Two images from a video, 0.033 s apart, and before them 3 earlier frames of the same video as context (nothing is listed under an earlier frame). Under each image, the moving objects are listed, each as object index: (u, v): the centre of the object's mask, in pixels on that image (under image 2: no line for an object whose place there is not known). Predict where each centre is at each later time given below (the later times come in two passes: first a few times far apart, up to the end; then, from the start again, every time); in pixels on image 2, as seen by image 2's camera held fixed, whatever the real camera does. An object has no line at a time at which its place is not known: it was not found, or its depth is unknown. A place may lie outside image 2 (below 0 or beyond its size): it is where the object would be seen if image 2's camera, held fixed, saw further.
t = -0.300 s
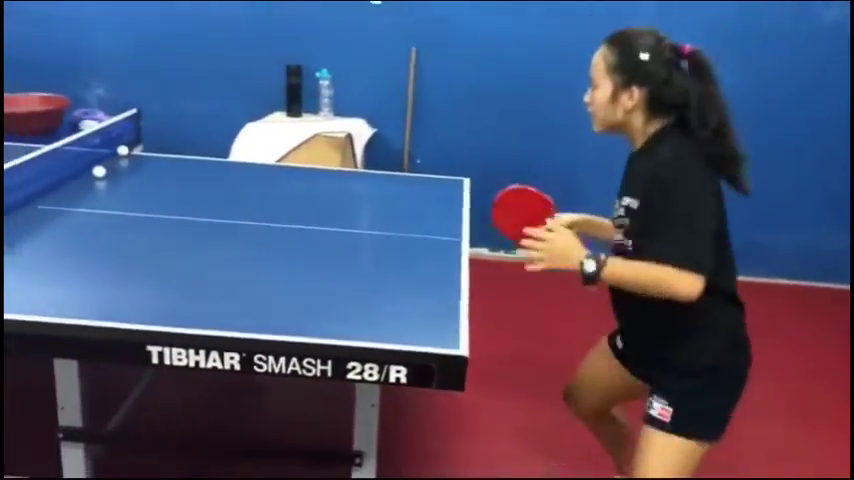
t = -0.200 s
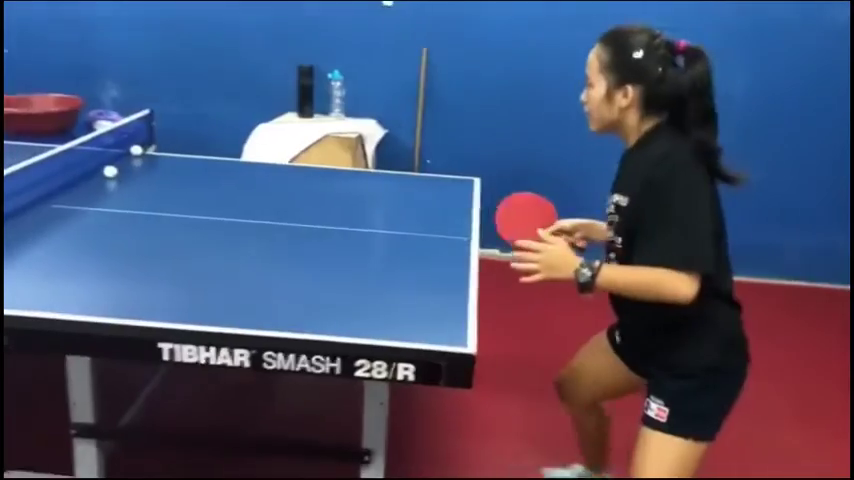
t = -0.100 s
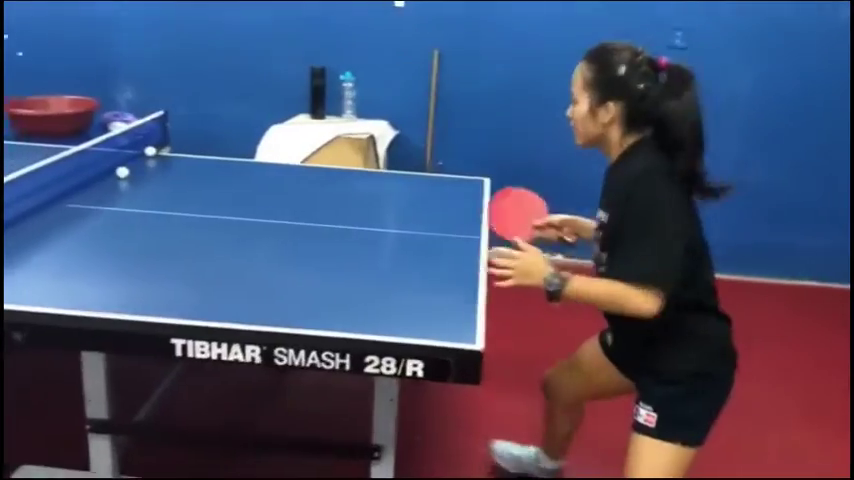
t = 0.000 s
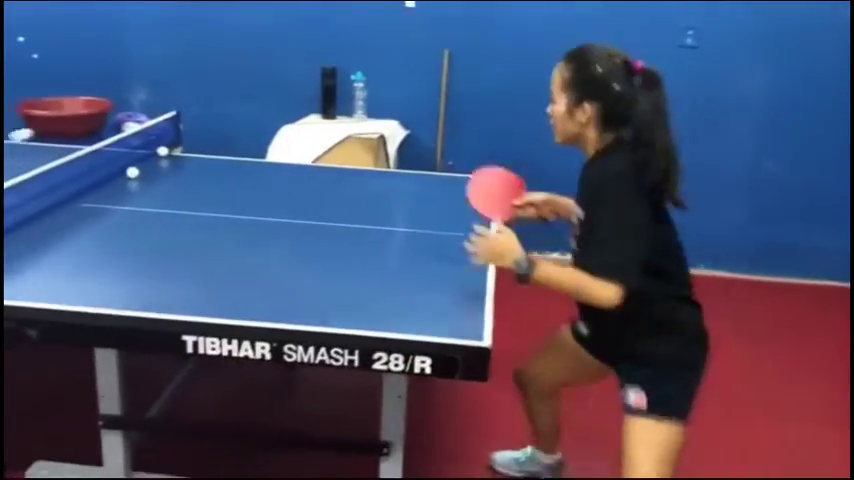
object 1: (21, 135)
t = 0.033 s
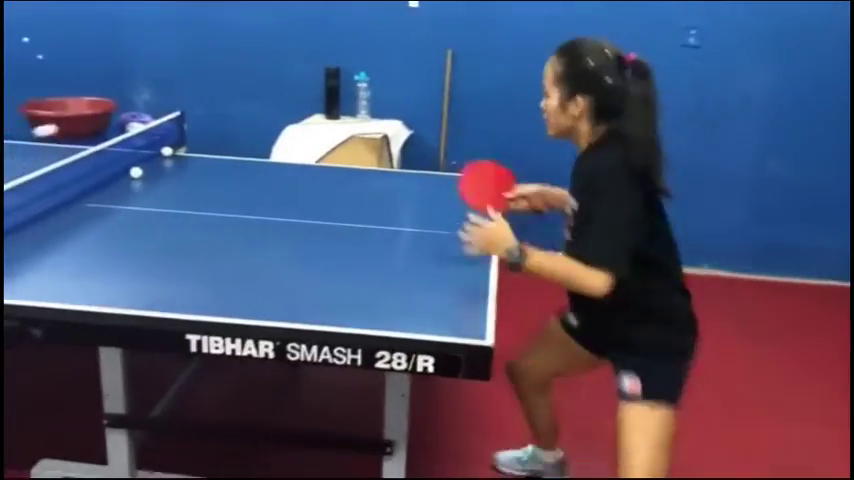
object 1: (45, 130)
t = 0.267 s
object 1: (196, 182)
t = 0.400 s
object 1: (261, 188)
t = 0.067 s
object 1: (65, 128)
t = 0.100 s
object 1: (85, 128)
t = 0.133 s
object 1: (105, 132)
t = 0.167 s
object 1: (129, 140)
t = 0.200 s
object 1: (149, 150)
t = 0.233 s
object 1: (173, 163)
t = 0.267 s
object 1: (196, 182)
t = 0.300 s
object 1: (219, 203)
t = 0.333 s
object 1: (236, 203)
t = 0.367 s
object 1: (248, 194)
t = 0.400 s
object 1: (261, 188)
